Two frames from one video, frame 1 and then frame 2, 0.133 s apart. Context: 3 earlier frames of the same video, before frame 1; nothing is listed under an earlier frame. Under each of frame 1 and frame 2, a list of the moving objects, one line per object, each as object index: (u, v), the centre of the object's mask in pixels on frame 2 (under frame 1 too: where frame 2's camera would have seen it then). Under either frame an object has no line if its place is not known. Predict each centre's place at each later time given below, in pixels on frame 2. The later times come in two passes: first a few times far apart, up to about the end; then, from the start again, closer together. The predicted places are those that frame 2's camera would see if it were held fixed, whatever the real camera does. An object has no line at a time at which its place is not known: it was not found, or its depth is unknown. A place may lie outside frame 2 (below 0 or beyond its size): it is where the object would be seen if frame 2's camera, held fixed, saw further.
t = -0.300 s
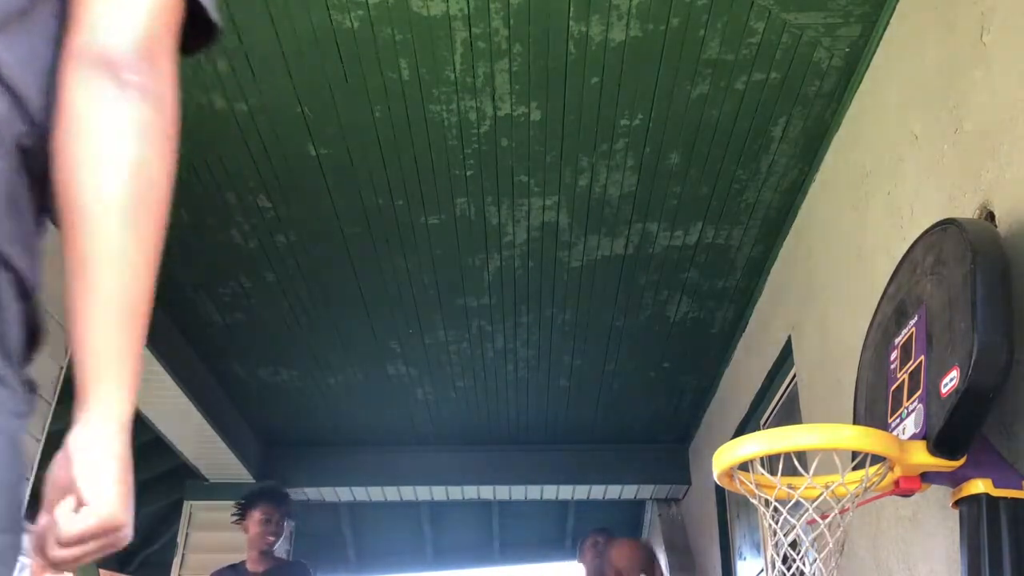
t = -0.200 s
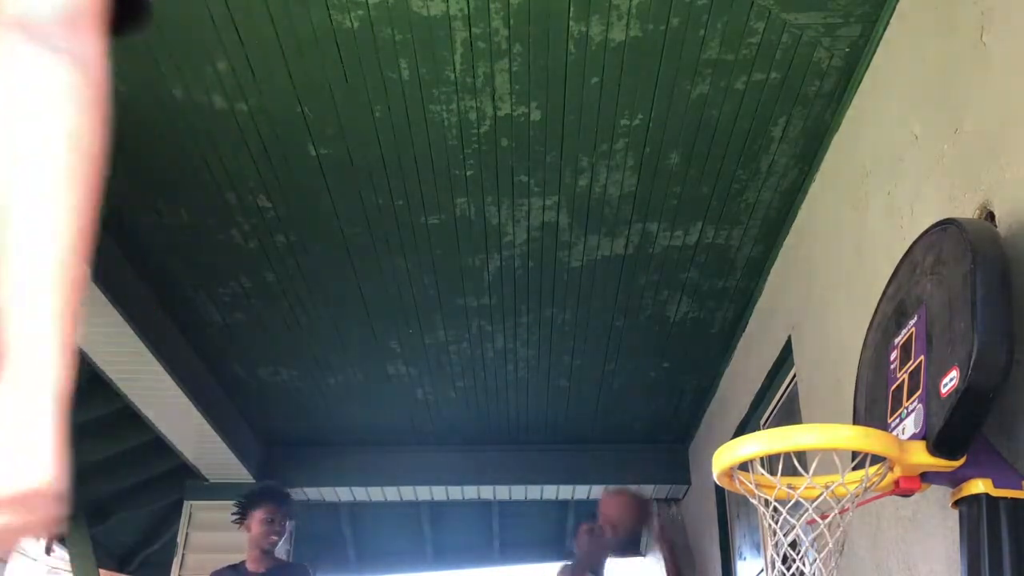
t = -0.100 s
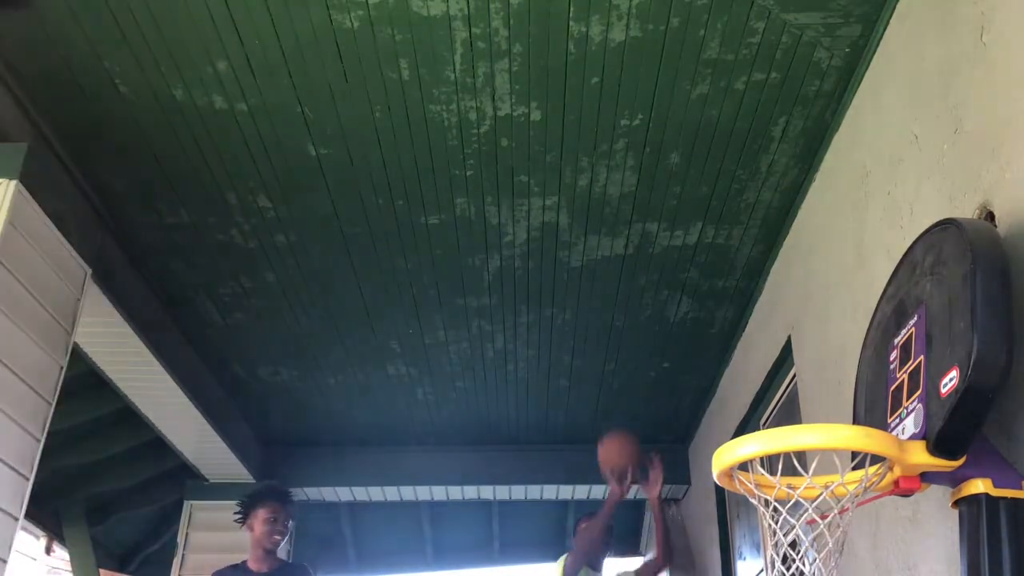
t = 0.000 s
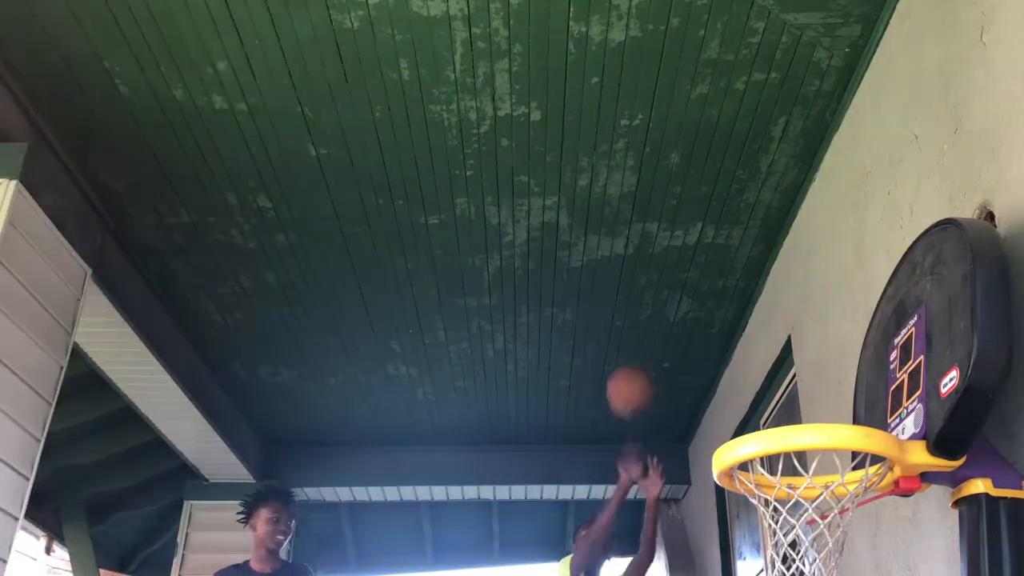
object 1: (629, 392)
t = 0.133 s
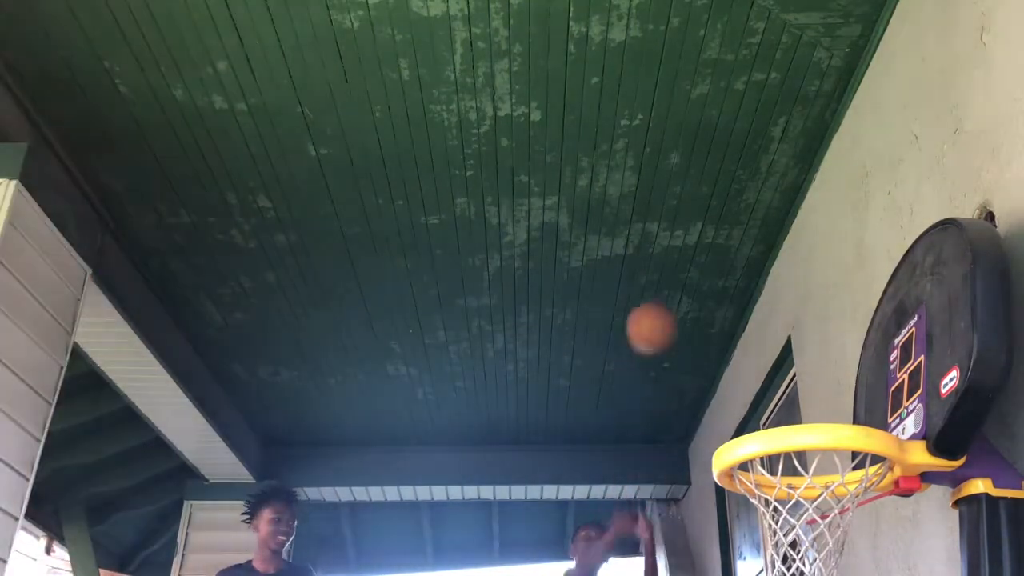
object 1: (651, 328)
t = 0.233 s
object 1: (673, 304)
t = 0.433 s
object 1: (740, 339)
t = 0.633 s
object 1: (844, 555)
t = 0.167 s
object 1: (657, 318)
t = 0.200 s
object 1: (665, 310)
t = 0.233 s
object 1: (673, 304)
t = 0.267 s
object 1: (682, 301)
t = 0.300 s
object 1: (692, 301)
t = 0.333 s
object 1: (702, 304)
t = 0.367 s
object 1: (713, 312)
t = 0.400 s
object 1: (725, 323)
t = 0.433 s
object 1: (740, 339)
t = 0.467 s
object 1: (755, 362)
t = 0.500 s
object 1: (777, 391)
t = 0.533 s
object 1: (795, 409)
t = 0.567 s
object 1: (828, 491)
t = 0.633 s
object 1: (844, 555)
